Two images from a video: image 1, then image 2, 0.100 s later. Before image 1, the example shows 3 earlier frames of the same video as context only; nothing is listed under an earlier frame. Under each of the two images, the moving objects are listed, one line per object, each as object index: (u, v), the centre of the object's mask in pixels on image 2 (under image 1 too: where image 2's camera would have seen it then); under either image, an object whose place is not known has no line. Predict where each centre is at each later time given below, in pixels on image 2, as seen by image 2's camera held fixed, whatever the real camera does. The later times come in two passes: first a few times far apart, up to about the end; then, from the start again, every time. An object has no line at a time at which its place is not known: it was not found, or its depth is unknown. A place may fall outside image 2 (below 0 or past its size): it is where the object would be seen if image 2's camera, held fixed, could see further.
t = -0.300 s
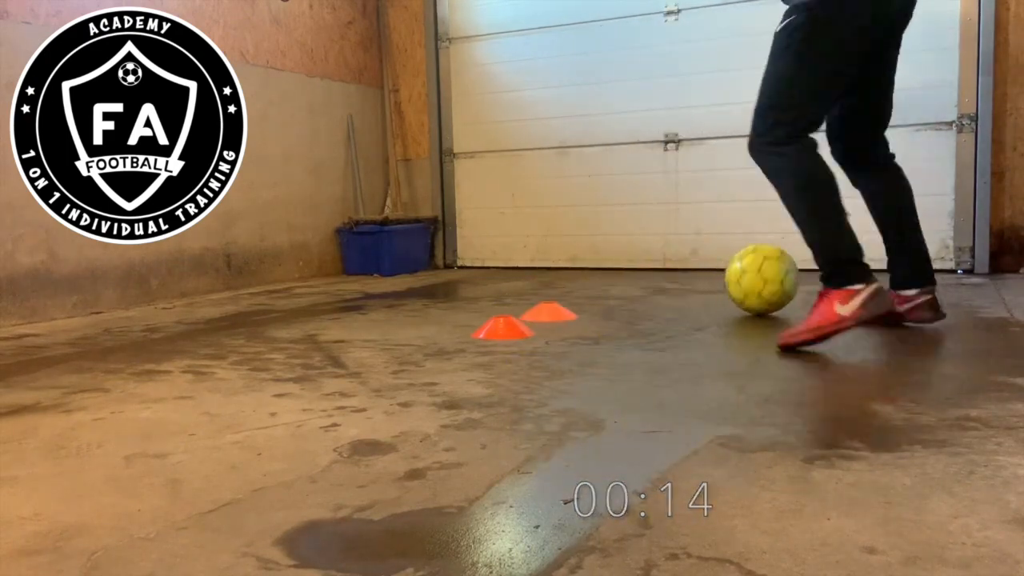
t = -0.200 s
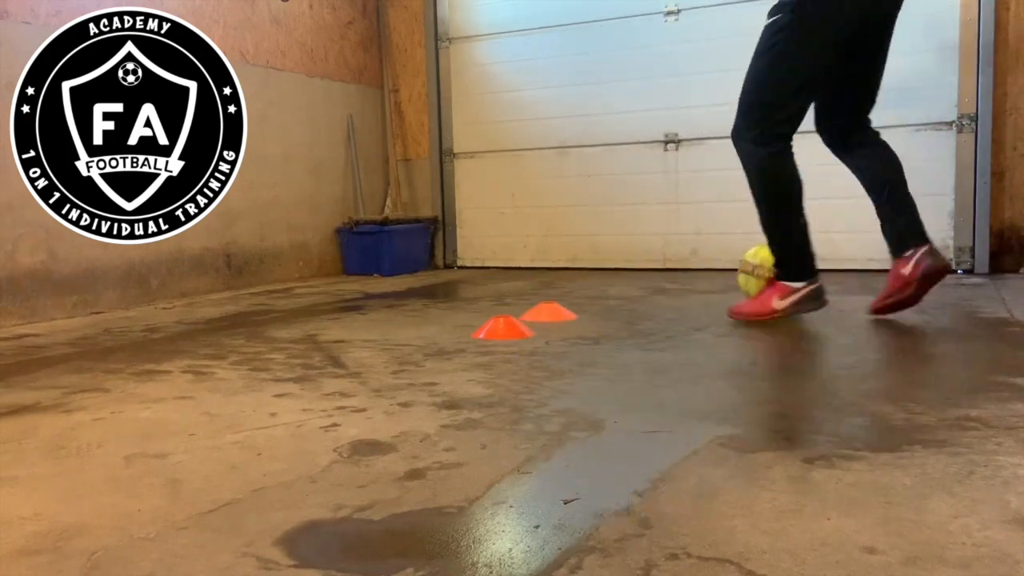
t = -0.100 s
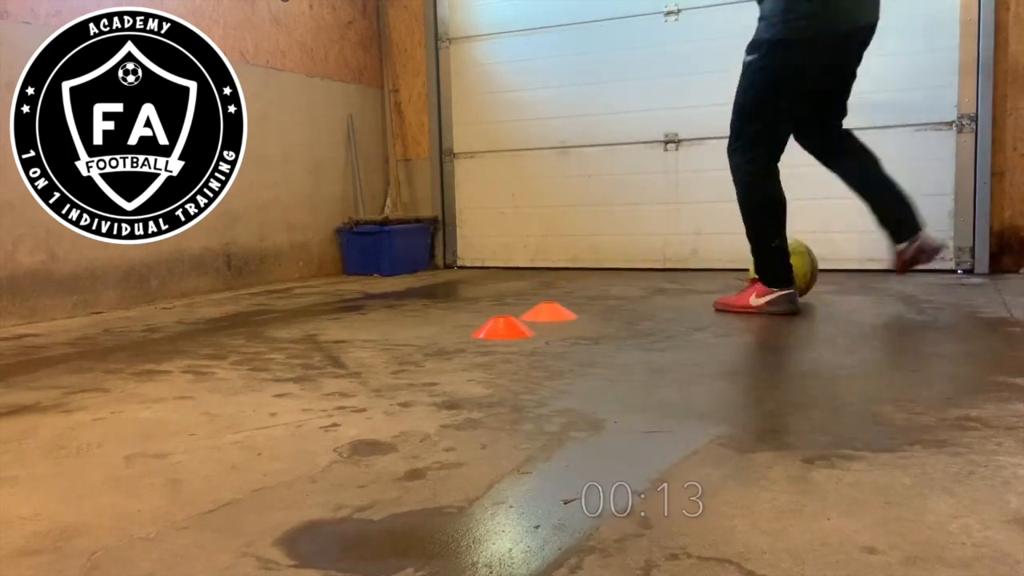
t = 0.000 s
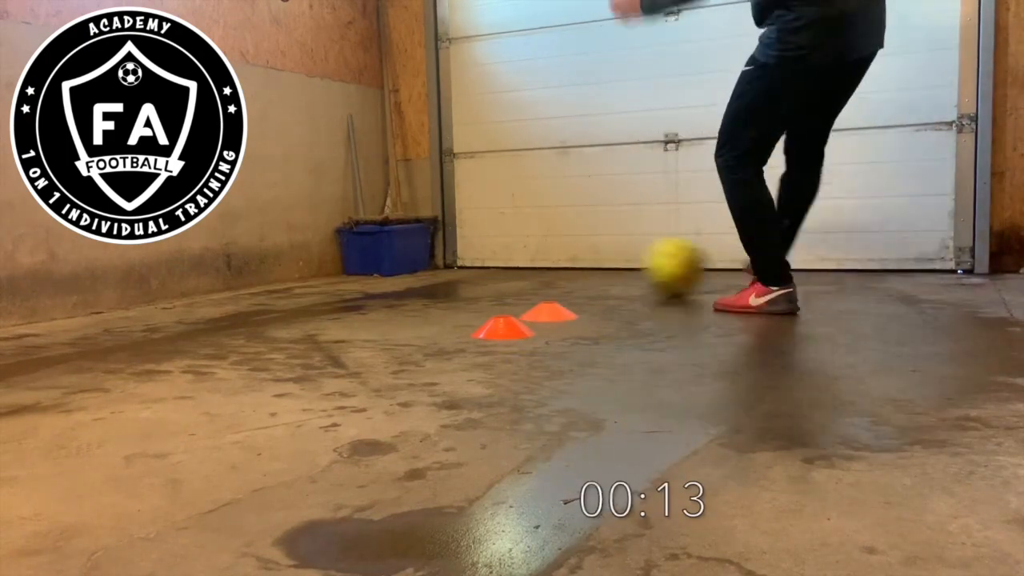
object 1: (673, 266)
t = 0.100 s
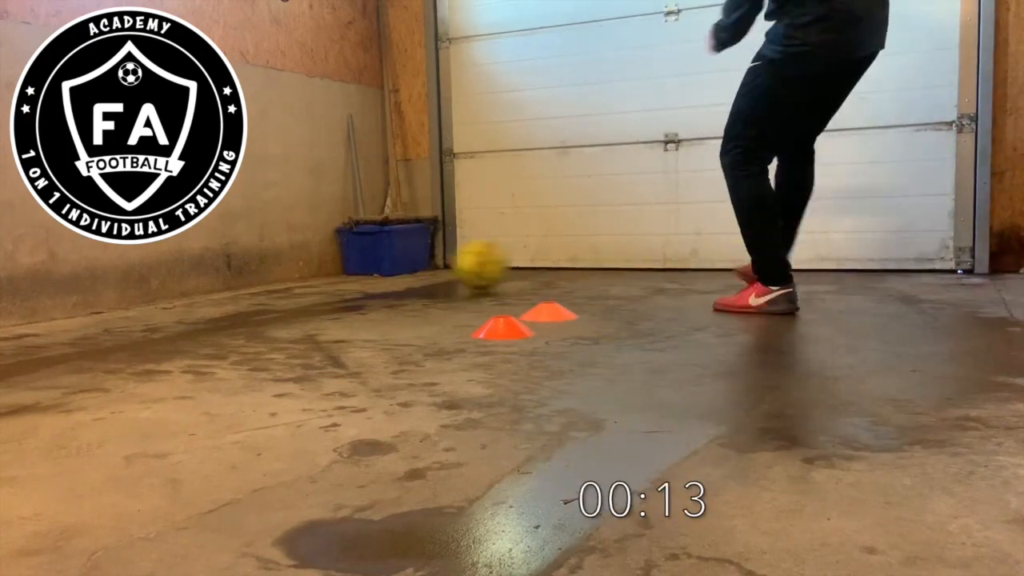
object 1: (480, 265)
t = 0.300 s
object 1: (353, 261)
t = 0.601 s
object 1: (661, 264)
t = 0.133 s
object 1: (427, 264)
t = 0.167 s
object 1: (379, 264)
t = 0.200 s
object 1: (335, 263)
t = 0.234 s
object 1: (292, 262)
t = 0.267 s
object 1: (320, 259)
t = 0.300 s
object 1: (353, 261)
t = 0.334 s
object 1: (387, 264)
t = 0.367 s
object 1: (420, 262)
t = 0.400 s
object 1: (453, 261)
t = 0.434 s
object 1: (487, 263)
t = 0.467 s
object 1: (523, 267)
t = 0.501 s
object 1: (558, 264)
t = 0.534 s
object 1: (592, 263)
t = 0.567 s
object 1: (629, 266)
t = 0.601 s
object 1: (661, 264)
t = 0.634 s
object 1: (696, 263)
